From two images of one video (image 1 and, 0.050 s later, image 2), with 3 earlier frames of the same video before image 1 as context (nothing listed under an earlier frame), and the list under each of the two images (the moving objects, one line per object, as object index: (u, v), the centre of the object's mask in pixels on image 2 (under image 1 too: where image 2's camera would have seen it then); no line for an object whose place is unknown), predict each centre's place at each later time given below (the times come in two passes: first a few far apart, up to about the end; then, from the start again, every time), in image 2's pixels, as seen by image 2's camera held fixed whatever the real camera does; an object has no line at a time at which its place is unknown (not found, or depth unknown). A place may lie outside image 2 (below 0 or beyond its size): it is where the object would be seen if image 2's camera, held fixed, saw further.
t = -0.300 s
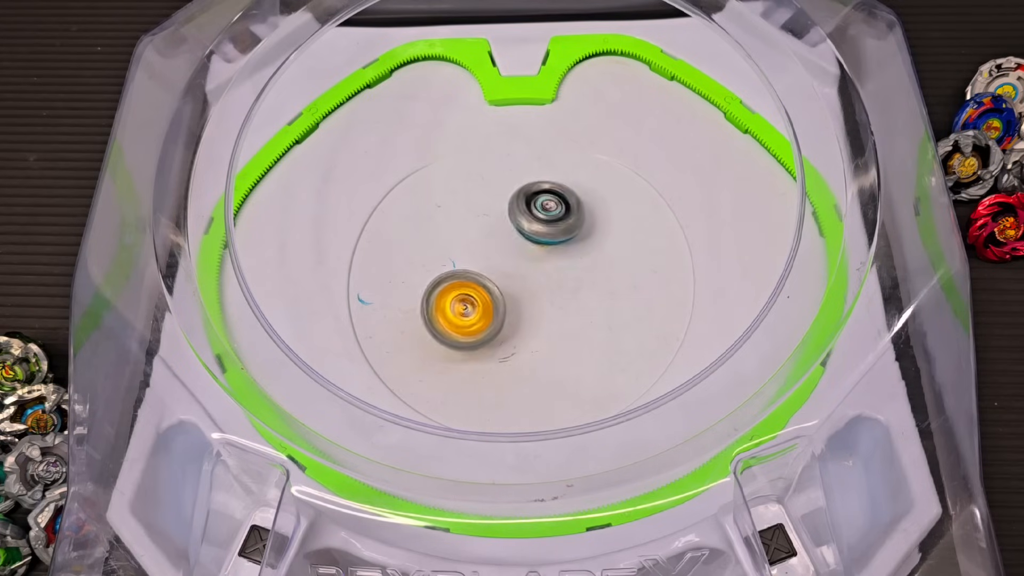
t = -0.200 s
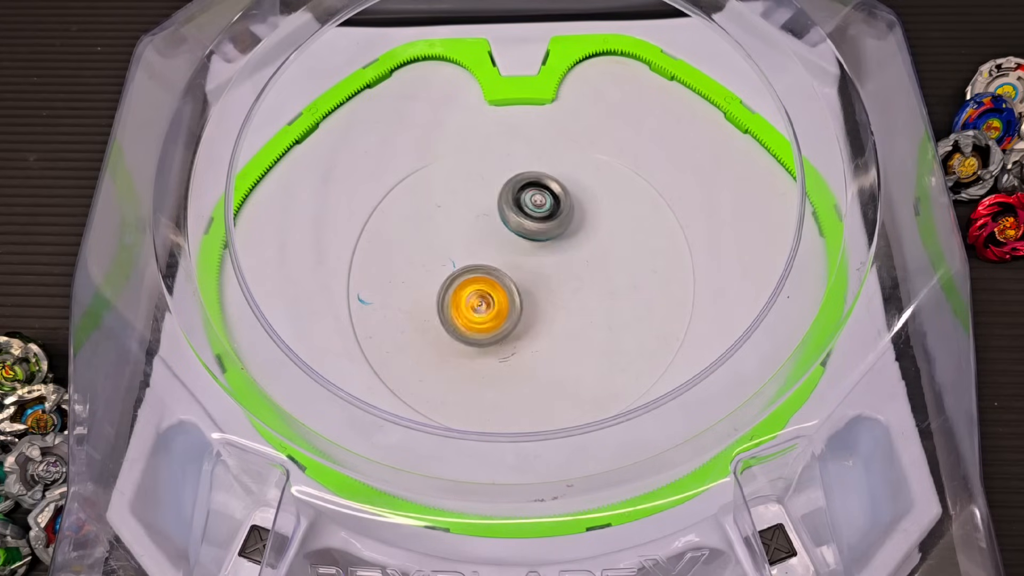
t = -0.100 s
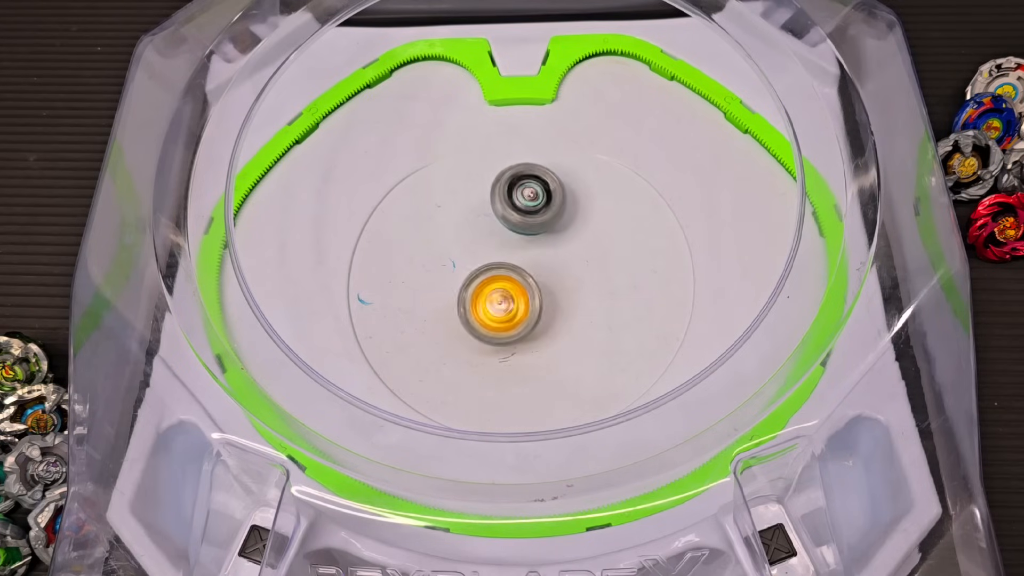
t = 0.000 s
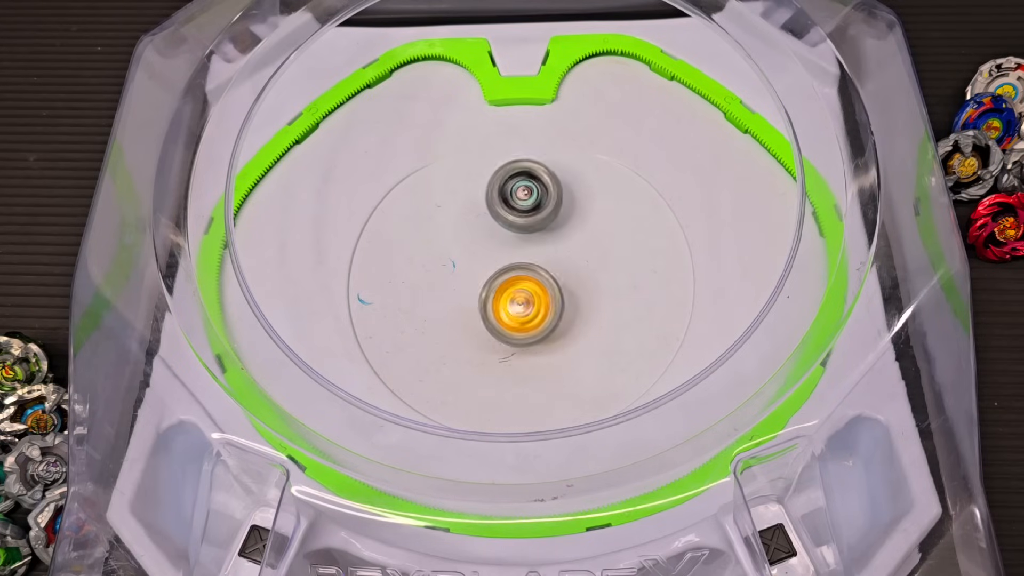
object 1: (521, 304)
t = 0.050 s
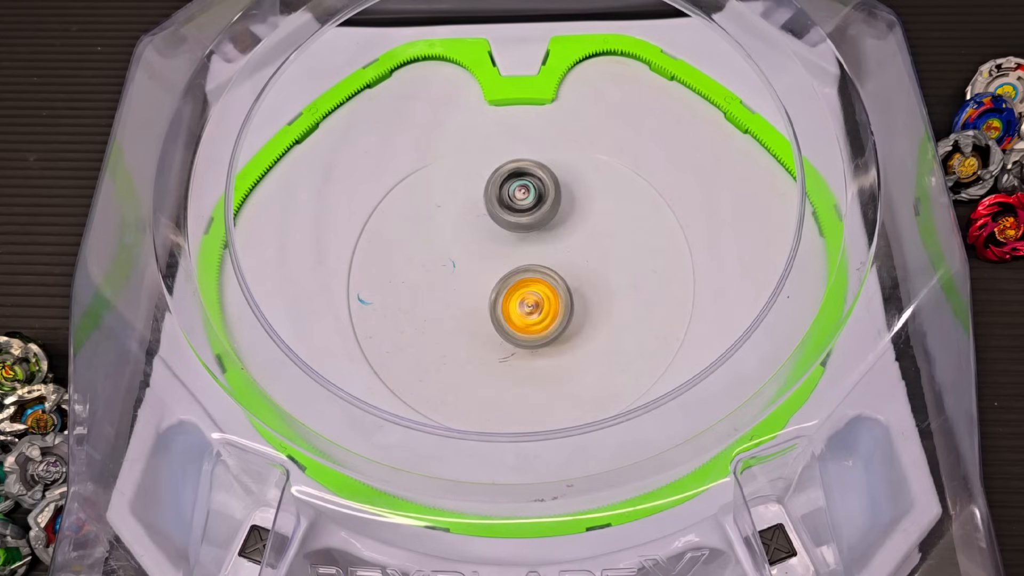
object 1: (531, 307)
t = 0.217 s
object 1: (559, 316)
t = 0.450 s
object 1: (575, 332)
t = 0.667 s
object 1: (564, 326)
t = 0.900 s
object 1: (560, 292)
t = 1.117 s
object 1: (575, 261)
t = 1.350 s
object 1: (600, 241)
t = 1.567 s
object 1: (606, 244)
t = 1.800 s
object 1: (581, 251)
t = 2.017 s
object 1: (551, 240)
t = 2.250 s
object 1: (531, 214)
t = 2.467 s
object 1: (531, 201)
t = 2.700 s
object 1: (532, 214)
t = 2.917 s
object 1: (520, 224)
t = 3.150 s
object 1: (494, 230)
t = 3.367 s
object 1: (484, 234)
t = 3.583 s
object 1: (485, 245)
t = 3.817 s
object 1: (491, 264)
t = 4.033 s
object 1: (478, 271)
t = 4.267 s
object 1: (476, 268)
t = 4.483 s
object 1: (494, 271)
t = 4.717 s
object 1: (494, 274)
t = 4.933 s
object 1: (485, 273)
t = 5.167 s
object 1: (479, 271)
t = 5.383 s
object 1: (468, 270)
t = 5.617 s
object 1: (468, 263)
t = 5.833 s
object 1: (471, 264)
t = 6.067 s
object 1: (485, 274)
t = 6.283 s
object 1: (496, 289)
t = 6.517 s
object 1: (499, 299)
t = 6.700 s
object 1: (505, 299)
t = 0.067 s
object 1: (534, 307)
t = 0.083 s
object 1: (537, 307)
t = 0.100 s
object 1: (540, 308)
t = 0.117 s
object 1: (543, 309)
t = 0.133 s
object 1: (546, 310)
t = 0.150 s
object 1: (549, 311)
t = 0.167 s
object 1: (552, 313)
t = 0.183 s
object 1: (554, 313)
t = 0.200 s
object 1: (557, 315)
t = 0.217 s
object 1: (559, 316)
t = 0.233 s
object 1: (561, 316)
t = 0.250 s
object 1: (563, 318)
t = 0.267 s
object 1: (565, 319)
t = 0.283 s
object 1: (567, 320)
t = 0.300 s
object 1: (568, 322)
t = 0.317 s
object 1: (570, 323)
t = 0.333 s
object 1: (571, 324)
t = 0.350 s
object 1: (572, 326)
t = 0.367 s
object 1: (573, 327)
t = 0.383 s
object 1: (574, 329)
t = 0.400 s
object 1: (574, 330)
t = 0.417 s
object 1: (574, 331)
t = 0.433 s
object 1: (575, 332)
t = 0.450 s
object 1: (575, 332)
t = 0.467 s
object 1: (575, 333)
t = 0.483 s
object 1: (575, 333)
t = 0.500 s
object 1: (574, 334)
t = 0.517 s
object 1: (574, 334)
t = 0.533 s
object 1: (573, 334)
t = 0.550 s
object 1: (572, 333)
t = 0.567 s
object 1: (571, 332)
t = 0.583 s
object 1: (570, 332)
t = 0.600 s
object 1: (569, 331)
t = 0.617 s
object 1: (568, 330)
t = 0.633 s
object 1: (567, 329)
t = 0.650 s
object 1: (565, 327)
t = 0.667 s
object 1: (564, 326)
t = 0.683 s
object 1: (563, 324)
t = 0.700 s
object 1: (562, 322)
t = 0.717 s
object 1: (561, 320)
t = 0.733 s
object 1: (561, 318)
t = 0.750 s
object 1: (560, 315)
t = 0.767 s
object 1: (560, 313)
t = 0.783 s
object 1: (560, 311)
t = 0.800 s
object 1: (559, 309)
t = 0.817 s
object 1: (559, 306)
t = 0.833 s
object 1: (559, 304)
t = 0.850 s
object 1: (558, 301)
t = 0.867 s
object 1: (559, 297)
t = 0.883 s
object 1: (560, 295)
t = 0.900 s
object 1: (560, 292)
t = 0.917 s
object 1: (561, 290)
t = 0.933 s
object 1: (562, 288)
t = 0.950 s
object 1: (562, 285)
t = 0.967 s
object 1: (563, 282)
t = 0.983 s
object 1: (564, 280)
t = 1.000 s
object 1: (564, 277)
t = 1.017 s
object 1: (566, 274)
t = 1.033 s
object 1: (567, 271)
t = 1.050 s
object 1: (569, 269)
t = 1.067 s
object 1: (571, 267)
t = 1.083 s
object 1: (572, 265)
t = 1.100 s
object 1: (573, 263)
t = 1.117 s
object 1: (575, 261)
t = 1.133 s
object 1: (576, 259)
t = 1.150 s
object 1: (578, 256)
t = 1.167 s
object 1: (580, 254)
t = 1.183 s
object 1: (582, 253)
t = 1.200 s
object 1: (583, 251)
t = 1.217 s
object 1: (585, 250)
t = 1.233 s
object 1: (587, 249)
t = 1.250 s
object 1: (588, 247)
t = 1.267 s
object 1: (590, 246)
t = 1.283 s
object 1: (591, 245)
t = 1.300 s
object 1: (593, 243)
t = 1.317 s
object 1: (596, 242)
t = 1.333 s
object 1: (598, 242)
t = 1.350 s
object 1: (600, 241)
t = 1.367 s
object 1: (601, 241)
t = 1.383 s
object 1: (602, 241)
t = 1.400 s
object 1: (603, 241)
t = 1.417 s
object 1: (604, 240)
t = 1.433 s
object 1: (605, 240)
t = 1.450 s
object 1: (606, 240)
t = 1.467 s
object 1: (607, 240)
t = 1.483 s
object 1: (607, 241)
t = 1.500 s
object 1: (607, 241)
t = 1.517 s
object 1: (607, 242)
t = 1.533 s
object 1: (607, 242)
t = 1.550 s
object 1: (606, 242)
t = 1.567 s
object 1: (606, 244)
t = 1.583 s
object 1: (605, 245)
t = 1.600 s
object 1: (605, 246)
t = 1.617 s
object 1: (604, 247)
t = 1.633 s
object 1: (602, 248)
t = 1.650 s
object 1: (601, 248)
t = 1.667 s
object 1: (599, 249)
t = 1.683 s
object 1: (597, 250)
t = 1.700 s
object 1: (595, 250)
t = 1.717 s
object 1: (593, 251)
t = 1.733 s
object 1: (591, 251)
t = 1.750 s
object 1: (588, 251)
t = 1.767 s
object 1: (586, 252)
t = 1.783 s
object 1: (583, 252)
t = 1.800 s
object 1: (581, 251)
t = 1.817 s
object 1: (579, 251)
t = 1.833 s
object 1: (576, 251)
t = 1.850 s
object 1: (574, 250)
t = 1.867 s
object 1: (572, 250)
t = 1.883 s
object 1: (569, 250)
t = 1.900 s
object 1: (567, 249)
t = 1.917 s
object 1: (564, 248)
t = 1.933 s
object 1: (561, 247)
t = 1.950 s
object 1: (559, 245)
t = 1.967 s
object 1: (557, 244)
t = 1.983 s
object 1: (555, 243)
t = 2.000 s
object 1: (552, 241)
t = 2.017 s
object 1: (551, 240)
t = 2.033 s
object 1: (548, 238)
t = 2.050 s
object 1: (546, 236)
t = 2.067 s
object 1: (544, 234)
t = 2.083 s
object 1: (542, 233)
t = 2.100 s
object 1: (541, 231)
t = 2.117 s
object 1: (539, 229)
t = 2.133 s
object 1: (538, 227)
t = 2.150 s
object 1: (537, 225)
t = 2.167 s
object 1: (536, 223)
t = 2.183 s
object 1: (535, 222)
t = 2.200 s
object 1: (534, 220)
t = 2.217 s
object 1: (533, 218)
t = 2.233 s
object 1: (532, 216)
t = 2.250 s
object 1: (531, 214)
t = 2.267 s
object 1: (531, 213)
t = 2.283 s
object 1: (530, 211)
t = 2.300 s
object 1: (530, 209)
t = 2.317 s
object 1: (530, 208)
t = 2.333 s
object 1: (530, 207)
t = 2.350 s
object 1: (529, 205)
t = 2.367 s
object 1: (529, 204)
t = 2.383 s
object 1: (529, 203)
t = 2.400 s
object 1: (530, 202)
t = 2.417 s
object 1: (530, 201)
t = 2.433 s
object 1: (530, 201)
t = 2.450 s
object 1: (530, 201)
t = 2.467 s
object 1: (531, 201)
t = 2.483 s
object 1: (531, 201)
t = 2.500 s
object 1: (531, 200)
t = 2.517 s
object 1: (531, 200)
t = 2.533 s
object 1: (531, 201)
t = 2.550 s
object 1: (532, 202)
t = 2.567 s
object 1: (532, 202)
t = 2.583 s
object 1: (532, 204)
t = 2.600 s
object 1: (532, 205)
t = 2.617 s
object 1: (532, 206)
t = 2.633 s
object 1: (533, 207)
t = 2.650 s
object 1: (532, 209)
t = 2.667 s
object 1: (532, 210)
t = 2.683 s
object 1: (532, 212)
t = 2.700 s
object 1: (532, 214)
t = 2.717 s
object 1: (531, 216)
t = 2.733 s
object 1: (531, 218)
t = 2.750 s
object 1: (530, 220)
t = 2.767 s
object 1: (529, 222)
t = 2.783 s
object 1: (528, 224)
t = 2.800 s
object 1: (527, 226)
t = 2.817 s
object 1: (526, 227)
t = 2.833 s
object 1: (526, 227)
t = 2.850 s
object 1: (524, 224)
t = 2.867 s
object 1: (524, 222)
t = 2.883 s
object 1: (523, 222)
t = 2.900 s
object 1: (522, 223)
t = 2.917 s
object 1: (520, 224)
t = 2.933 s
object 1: (518, 226)
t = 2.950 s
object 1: (515, 226)
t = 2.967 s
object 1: (513, 227)
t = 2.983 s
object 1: (510, 227)
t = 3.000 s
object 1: (508, 227)
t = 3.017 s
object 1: (507, 227)
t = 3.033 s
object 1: (506, 228)
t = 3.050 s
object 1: (504, 228)
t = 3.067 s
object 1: (503, 228)
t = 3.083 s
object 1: (501, 229)
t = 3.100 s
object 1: (498, 229)
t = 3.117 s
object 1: (497, 229)
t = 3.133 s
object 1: (496, 229)
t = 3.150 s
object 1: (494, 230)
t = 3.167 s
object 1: (493, 230)
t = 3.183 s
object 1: (492, 230)
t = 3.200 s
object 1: (491, 230)
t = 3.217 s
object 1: (490, 230)
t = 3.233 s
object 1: (490, 231)
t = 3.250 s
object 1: (489, 231)
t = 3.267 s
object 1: (488, 232)
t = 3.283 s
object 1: (487, 232)
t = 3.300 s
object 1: (486, 232)
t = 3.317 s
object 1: (486, 233)
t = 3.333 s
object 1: (485, 233)
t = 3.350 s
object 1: (485, 234)
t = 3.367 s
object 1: (484, 234)
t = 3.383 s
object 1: (484, 235)
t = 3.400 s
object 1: (484, 236)
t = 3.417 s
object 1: (483, 236)
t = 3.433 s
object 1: (484, 237)
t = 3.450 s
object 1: (484, 238)
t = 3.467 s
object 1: (484, 239)
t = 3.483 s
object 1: (484, 240)
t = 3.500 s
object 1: (484, 241)
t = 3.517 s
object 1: (484, 242)
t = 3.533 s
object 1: (485, 242)
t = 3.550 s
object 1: (485, 243)
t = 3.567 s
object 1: (485, 245)
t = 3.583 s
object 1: (485, 245)
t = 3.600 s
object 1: (486, 247)
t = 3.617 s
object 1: (486, 248)
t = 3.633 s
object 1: (486, 249)
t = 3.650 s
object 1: (487, 250)
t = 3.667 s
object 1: (487, 251)
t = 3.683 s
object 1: (488, 253)
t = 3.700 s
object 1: (489, 254)
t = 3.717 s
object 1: (489, 256)
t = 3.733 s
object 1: (489, 257)
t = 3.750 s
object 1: (490, 259)
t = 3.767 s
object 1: (490, 260)
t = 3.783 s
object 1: (490, 261)
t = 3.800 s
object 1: (490, 262)
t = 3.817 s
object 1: (491, 264)
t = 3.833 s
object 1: (491, 266)
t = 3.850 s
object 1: (492, 267)
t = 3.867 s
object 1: (492, 269)
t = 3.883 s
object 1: (491, 270)
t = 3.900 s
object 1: (487, 270)
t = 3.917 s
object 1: (484, 269)
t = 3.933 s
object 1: (482, 268)
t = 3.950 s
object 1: (482, 268)
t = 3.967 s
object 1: (483, 269)
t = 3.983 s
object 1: (483, 269)
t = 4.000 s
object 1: (482, 270)
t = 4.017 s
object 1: (481, 271)
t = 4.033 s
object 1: (478, 271)
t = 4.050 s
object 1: (476, 271)
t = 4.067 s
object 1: (475, 270)
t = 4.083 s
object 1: (474, 269)
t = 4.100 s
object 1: (474, 269)
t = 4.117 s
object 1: (474, 269)
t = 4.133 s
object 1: (474, 268)
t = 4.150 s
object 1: (474, 269)
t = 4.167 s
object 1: (474, 269)
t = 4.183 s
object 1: (473, 269)
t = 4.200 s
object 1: (473, 269)
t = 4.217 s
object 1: (473, 268)
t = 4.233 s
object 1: (474, 268)
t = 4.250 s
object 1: (475, 268)
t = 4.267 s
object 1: (476, 268)
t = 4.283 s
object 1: (477, 268)
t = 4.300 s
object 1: (478, 268)
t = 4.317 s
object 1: (478, 268)
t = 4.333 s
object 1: (479, 268)
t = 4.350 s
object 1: (481, 268)
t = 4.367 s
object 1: (482, 268)
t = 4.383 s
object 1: (484, 268)
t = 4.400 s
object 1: (486, 268)
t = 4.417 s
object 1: (488, 269)
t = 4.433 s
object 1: (489, 270)
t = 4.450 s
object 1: (491, 270)
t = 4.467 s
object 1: (493, 271)
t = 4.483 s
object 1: (494, 271)
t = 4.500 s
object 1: (496, 271)
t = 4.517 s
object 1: (498, 272)
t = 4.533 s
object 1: (499, 273)
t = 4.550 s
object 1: (499, 273)
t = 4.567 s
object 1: (500, 273)
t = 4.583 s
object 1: (501, 273)
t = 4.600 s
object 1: (498, 273)
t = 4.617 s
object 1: (494, 273)
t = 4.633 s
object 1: (492, 273)
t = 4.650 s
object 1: (492, 273)
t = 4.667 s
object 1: (493, 273)
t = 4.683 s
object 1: (494, 273)
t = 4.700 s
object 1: (494, 273)
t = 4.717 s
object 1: (494, 274)
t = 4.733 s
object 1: (493, 275)
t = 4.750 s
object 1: (491, 276)
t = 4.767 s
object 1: (488, 276)
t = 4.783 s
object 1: (486, 276)
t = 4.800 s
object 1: (486, 275)
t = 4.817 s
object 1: (486, 274)
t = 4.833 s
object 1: (487, 274)
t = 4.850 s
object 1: (489, 274)
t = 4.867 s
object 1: (489, 274)
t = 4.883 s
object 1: (488, 274)
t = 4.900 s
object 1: (487, 274)
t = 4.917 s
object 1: (486, 274)
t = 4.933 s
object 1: (485, 273)
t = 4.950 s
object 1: (485, 271)
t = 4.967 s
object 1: (486, 270)
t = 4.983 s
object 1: (488, 270)
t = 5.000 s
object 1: (490, 270)
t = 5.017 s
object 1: (491, 271)
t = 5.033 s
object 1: (492, 271)
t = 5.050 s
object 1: (492, 272)
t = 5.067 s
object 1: (492, 272)
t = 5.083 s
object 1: (492, 272)
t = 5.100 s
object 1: (493, 271)
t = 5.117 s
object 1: (495, 270)
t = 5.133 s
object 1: (494, 269)
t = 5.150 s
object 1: (486, 270)
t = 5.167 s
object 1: (479, 271)
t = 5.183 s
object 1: (475, 272)
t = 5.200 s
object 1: (472, 272)
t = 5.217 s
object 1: (470, 272)
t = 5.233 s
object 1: (470, 271)
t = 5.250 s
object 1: (471, 270)
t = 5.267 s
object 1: (472, 270)
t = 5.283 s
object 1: (473, 271)
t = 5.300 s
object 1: (474, 271)
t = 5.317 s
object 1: (474, 272)
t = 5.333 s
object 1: (473, 272)
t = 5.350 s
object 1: (471, 272)
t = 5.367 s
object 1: (469, 272)
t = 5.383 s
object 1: (468, 270)
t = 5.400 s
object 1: (468, 268)
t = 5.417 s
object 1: (469, 266)
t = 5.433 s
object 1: (471, 265)
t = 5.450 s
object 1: (474, 265)
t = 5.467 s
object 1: (476, 267)
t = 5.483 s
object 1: (477, 268)
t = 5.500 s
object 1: (478, 269)
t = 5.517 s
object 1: (478, 270)
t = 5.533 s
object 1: (477, 271)
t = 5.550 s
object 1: (474, 269)
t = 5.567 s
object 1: (473, 268)
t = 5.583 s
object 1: (473, 267)
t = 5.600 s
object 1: (472, 265)
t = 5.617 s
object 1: (468, 263)
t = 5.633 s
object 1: (466, 263)
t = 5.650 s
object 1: (466, 262)
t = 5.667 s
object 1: (467, 262)
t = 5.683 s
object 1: (469, 261)
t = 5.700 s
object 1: (471, 262)
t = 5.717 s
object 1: (472, 262)
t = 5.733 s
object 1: (473, 263)
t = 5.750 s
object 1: (472, 264)
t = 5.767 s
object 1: (472, 265)
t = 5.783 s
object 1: (471, 266)
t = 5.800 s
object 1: (470, 265)
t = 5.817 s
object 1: (470, 264)
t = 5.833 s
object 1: (471, 264)
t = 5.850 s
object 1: (472, 264)
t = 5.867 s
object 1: (474, 264)
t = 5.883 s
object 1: (476, 265)
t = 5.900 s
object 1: (477, 266)
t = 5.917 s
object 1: (478, 268)
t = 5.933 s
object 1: (478, 269)
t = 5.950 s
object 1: (478, 270)
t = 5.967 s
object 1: (478, 270)
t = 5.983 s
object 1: (478, 271)
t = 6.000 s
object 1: (479, 271)
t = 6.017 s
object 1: (480, 270)
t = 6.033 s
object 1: (482, 271)
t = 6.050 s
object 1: (483, 272)
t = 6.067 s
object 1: (485, 274)
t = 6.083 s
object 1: (486, 275)
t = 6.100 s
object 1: (488, 277)
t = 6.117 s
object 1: (488, 279)
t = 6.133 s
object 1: (489, 281)
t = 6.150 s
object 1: (488, 281)
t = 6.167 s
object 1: (490, 283)
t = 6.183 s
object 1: (489, 283)
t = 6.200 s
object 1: (490, 283)
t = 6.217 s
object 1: (491, 284)
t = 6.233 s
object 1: (493, 285)
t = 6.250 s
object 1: (494, 286)
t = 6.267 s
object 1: (495, 288)
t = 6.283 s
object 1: (496, 289)
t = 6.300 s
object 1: (496, 291)
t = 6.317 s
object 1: (495, 293)
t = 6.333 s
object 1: (494, 293)
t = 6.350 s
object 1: (494, 295)
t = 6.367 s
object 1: (495, 296)
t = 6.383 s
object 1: (495, 296)
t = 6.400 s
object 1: (495, 296)
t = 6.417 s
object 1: (496, 297)
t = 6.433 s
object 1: (497, 297)
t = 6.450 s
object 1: (498, 298)
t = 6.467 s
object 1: (498, 298)
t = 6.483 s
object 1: (498, 298)
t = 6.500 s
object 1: (499, 299)
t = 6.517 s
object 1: (499, 299)
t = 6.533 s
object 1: (499, 299)
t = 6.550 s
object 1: (499, 299)
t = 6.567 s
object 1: (500, 299)
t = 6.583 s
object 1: (500, 299)
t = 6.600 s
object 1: (500, 299)
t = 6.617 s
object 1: (502, 299)
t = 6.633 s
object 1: (503, 299)
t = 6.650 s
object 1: (503, 299)
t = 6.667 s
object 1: (504, 299)
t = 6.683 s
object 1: (505, 299)
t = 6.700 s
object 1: (505, 299)
